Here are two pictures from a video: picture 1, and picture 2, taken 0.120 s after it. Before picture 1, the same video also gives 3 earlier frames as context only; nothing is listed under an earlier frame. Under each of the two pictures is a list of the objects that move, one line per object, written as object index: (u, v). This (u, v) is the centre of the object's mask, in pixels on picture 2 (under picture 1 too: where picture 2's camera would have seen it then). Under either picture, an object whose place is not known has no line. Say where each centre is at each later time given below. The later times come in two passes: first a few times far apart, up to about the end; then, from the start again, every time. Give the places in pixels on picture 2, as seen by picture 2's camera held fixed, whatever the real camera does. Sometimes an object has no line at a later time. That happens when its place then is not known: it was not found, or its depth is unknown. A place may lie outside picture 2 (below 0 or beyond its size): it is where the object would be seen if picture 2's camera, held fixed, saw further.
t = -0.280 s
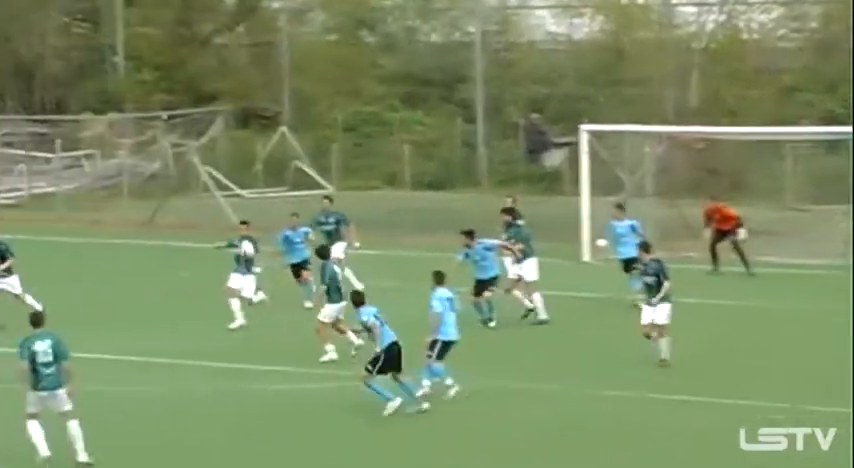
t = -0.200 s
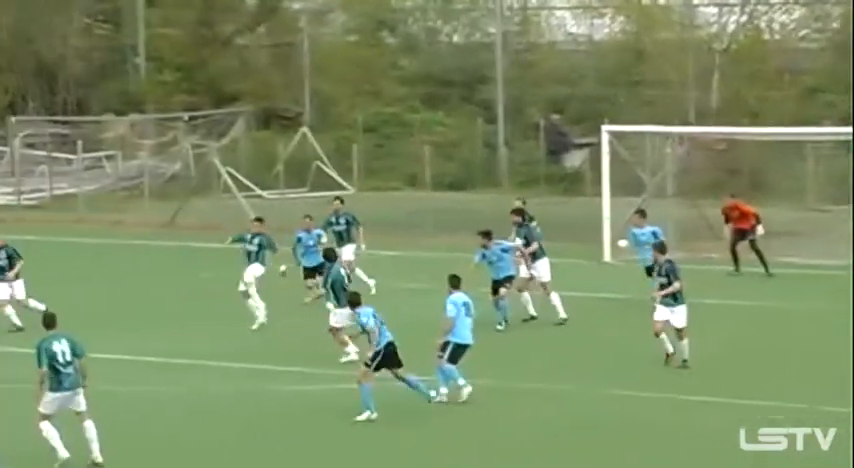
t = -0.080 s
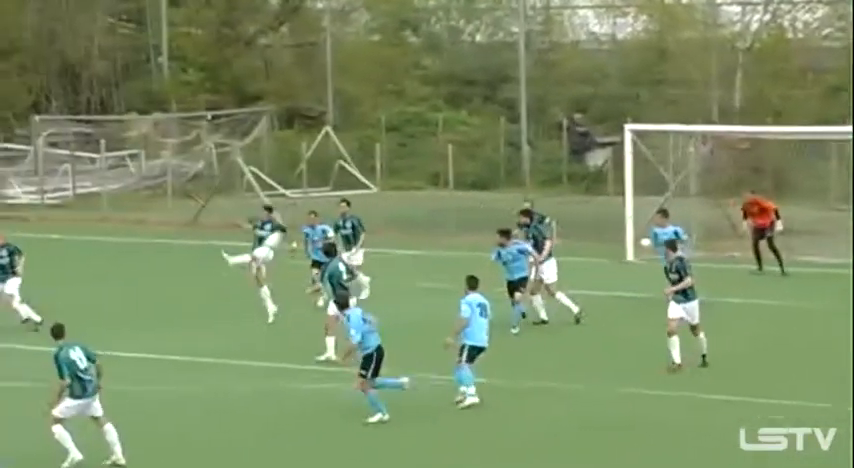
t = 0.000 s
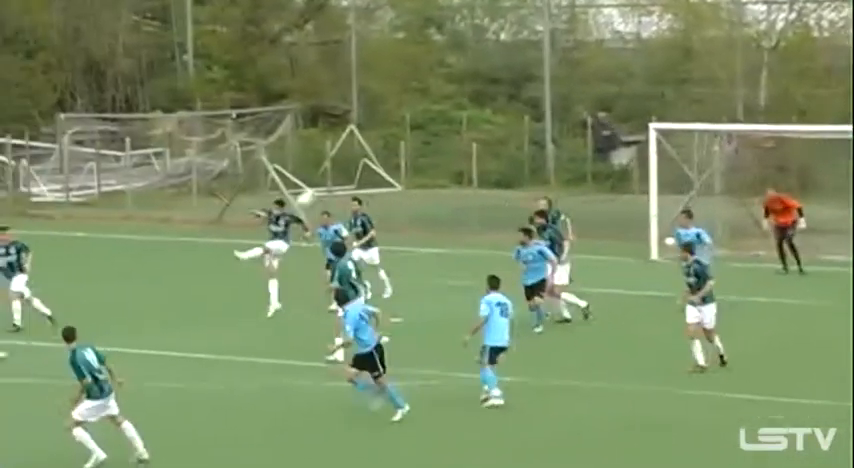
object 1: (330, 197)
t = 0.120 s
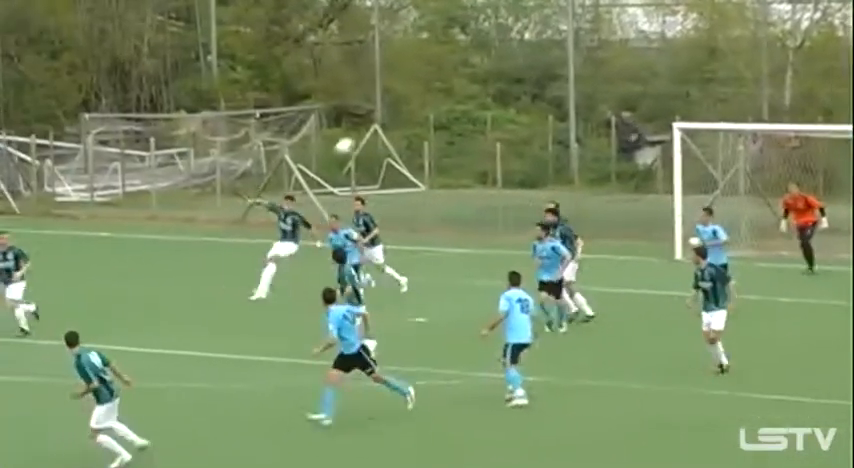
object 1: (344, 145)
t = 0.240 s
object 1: (360, 103)
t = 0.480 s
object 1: (396, 49)
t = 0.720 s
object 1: (435, 40)
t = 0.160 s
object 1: (349, 129)
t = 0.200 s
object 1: (354, 116)
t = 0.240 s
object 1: (360, 103)
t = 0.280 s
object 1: (365, 90)
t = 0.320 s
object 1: (371, 79)
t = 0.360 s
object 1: (377, 69)
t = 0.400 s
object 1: (383, 61)
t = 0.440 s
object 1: (389, 54)
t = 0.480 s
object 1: (396, 49)
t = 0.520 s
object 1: (402, 43)
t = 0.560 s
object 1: (408, 41)
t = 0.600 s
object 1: (415, 39)
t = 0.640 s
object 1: (422, 38)
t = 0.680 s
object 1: (428, 39)
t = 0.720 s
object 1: (435, 40)
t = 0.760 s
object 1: (442, 44)
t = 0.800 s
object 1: (449, 48)
